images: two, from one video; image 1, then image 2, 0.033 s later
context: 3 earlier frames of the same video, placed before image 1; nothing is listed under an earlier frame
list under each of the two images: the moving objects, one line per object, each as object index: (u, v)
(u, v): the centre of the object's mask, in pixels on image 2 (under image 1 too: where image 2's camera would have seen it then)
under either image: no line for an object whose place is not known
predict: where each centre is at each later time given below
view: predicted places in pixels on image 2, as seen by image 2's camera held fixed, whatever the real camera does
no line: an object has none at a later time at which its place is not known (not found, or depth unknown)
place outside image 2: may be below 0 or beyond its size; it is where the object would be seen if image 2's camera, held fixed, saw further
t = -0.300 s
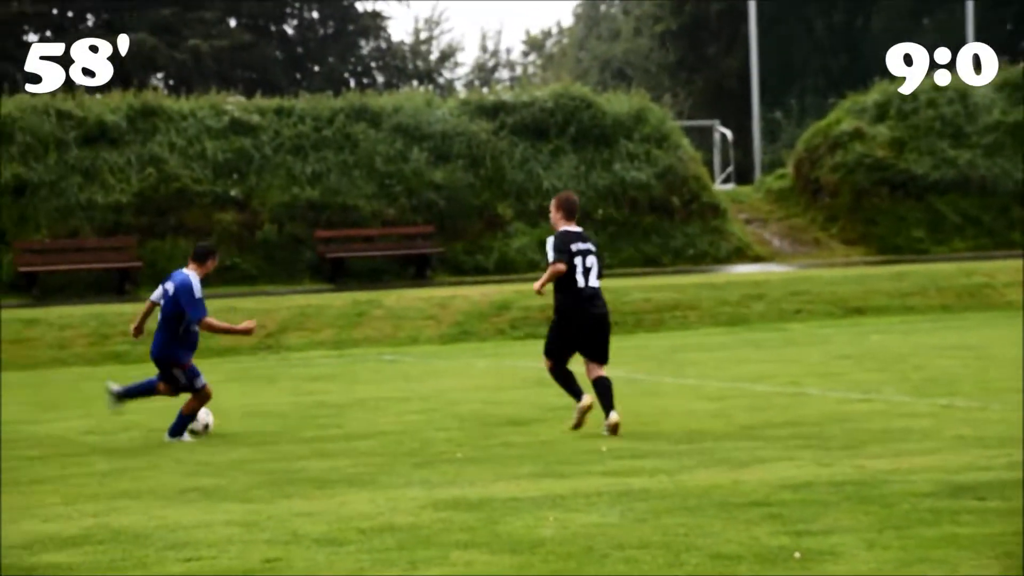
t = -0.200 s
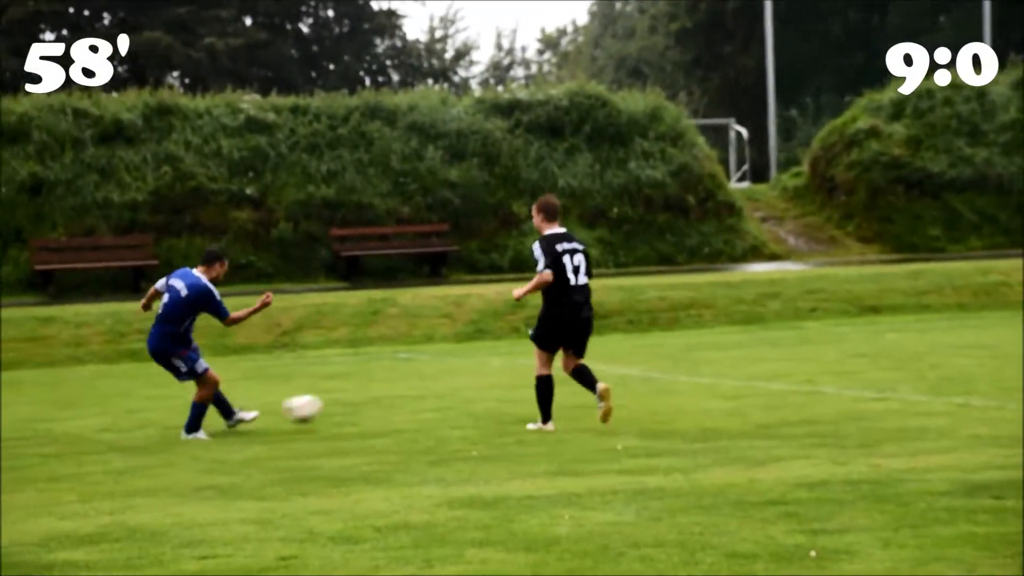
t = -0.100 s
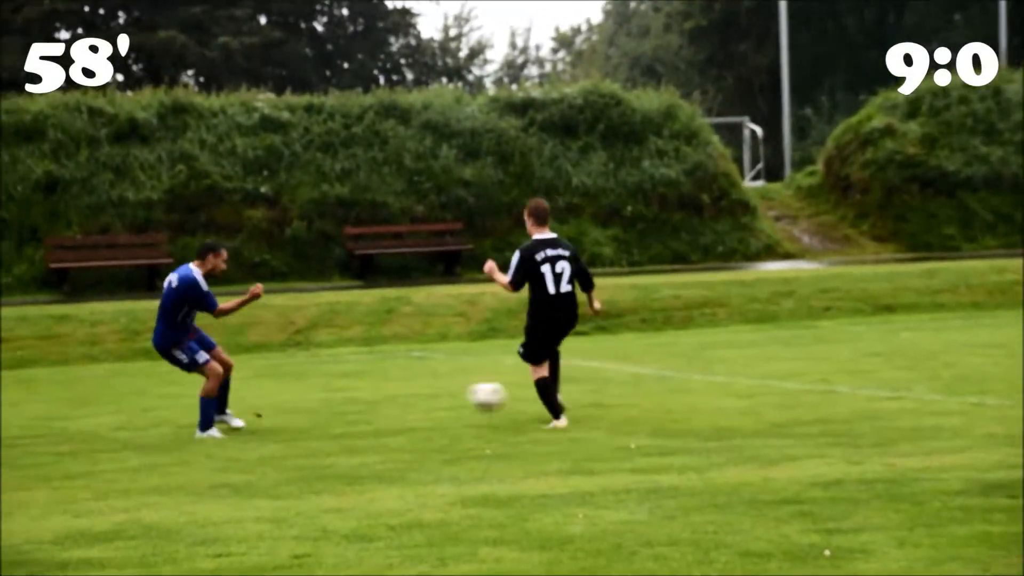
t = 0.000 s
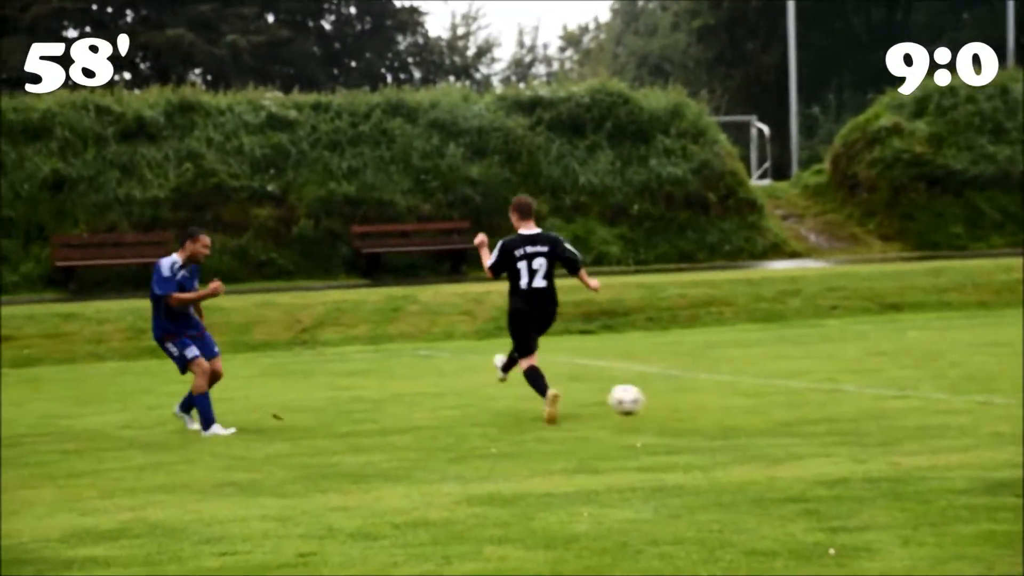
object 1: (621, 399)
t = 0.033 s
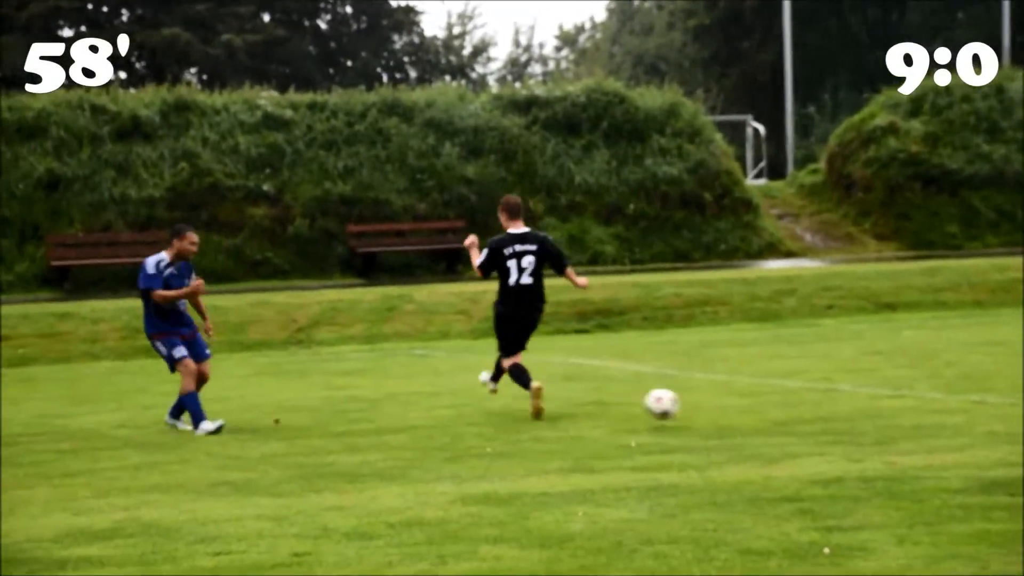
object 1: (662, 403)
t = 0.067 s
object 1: (704, 410)
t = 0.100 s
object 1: (746, 415)
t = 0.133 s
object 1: (784, 415)
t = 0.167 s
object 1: (819, 412)
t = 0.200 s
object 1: (856, 409)
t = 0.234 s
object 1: (893, 408)
